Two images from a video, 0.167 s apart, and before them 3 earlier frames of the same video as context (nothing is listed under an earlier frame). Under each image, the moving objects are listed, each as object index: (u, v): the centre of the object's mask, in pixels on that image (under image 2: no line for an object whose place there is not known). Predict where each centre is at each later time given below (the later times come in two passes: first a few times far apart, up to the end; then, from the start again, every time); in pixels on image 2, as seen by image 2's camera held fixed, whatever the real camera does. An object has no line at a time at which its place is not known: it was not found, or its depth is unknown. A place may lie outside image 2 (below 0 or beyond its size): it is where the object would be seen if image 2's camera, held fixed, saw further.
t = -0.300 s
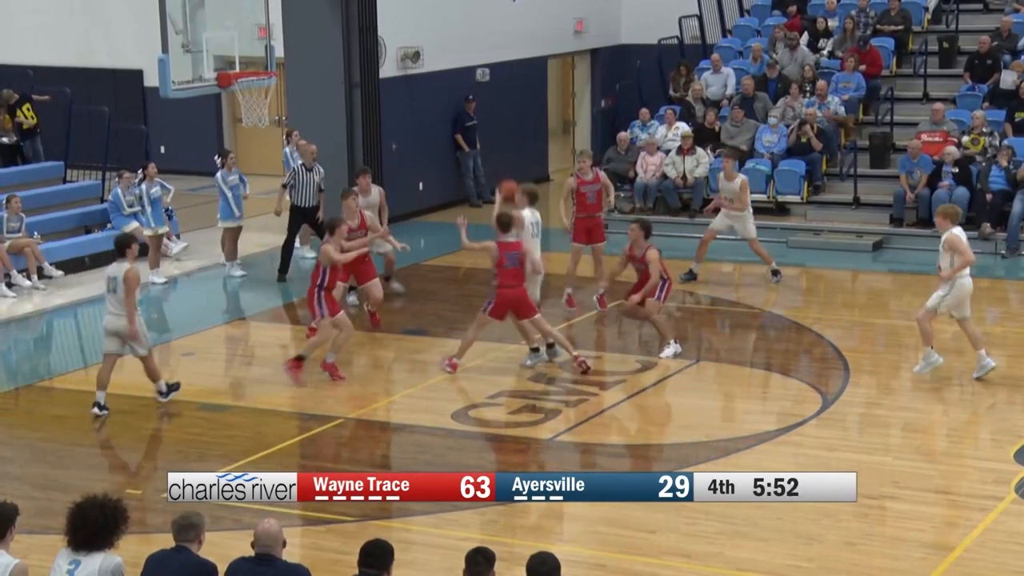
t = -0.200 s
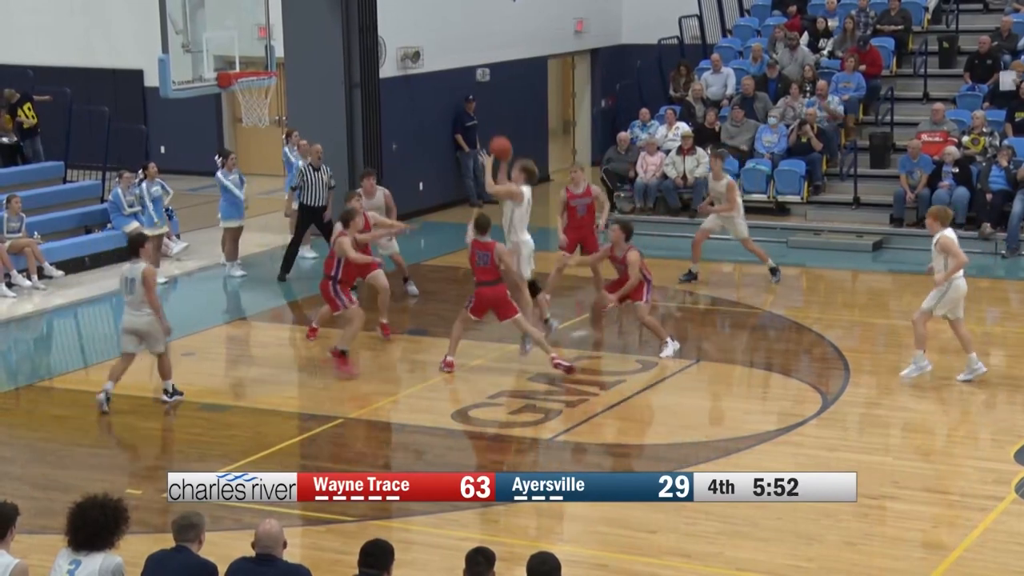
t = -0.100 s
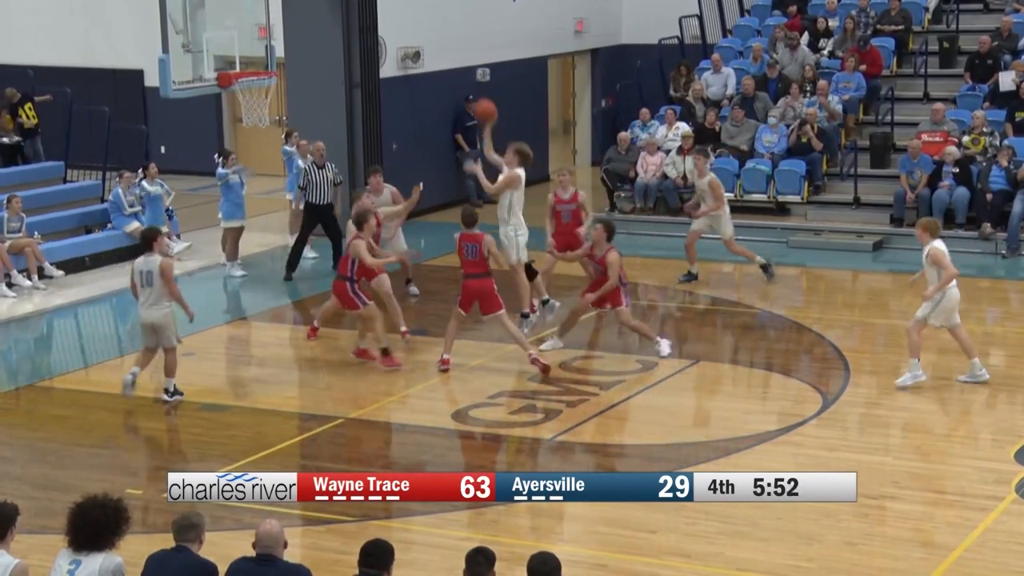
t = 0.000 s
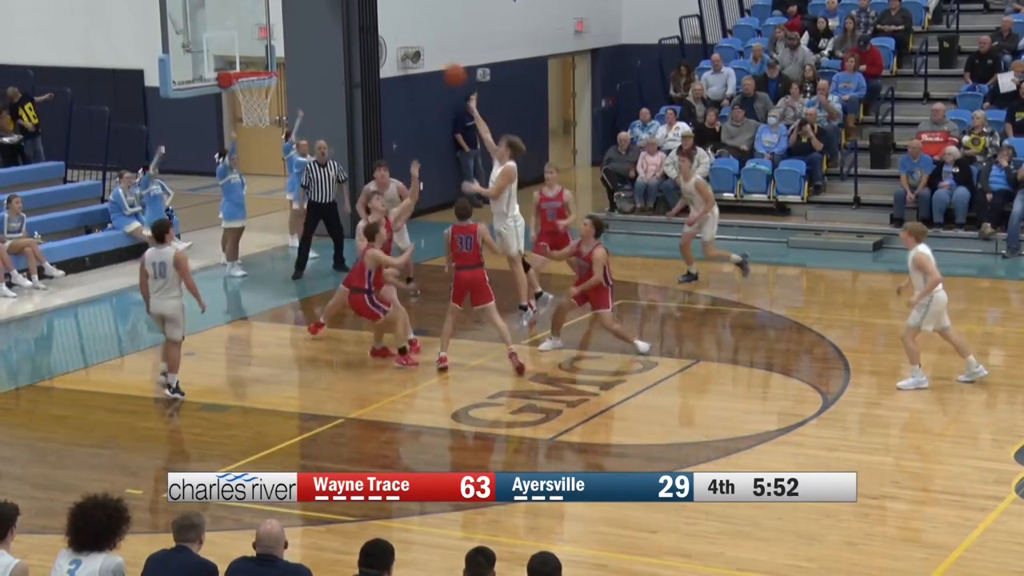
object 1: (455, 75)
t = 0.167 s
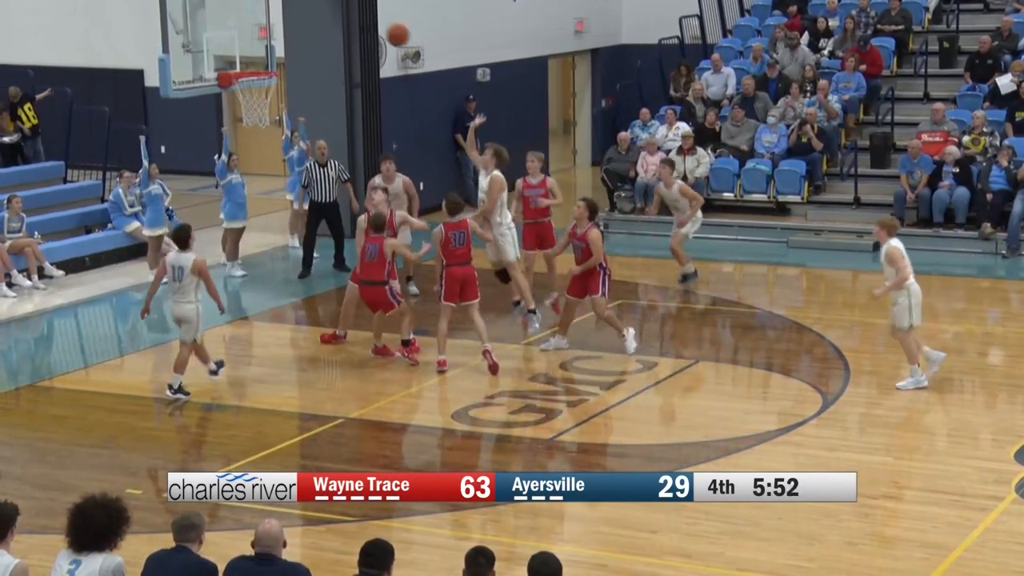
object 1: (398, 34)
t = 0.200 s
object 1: (386, 29)
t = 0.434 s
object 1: (308, 25)
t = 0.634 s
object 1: (245, 63)
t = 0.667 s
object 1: (246, 62)
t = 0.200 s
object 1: (386, 29)
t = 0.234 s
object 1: (375, 26)
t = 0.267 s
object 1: (364, 23)
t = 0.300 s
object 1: (353, 21)
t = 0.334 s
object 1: (343, 21)
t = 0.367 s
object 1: (331, 21)
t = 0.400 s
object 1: (320, 23)
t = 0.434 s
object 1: (308, 25)
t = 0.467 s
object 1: (298, 29)
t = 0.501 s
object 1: (287, 34)
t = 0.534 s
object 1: (277, 40)
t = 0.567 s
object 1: (265, 47)
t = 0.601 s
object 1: (255, 56)
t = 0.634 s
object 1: (245, 63)
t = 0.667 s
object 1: (246, 62)
